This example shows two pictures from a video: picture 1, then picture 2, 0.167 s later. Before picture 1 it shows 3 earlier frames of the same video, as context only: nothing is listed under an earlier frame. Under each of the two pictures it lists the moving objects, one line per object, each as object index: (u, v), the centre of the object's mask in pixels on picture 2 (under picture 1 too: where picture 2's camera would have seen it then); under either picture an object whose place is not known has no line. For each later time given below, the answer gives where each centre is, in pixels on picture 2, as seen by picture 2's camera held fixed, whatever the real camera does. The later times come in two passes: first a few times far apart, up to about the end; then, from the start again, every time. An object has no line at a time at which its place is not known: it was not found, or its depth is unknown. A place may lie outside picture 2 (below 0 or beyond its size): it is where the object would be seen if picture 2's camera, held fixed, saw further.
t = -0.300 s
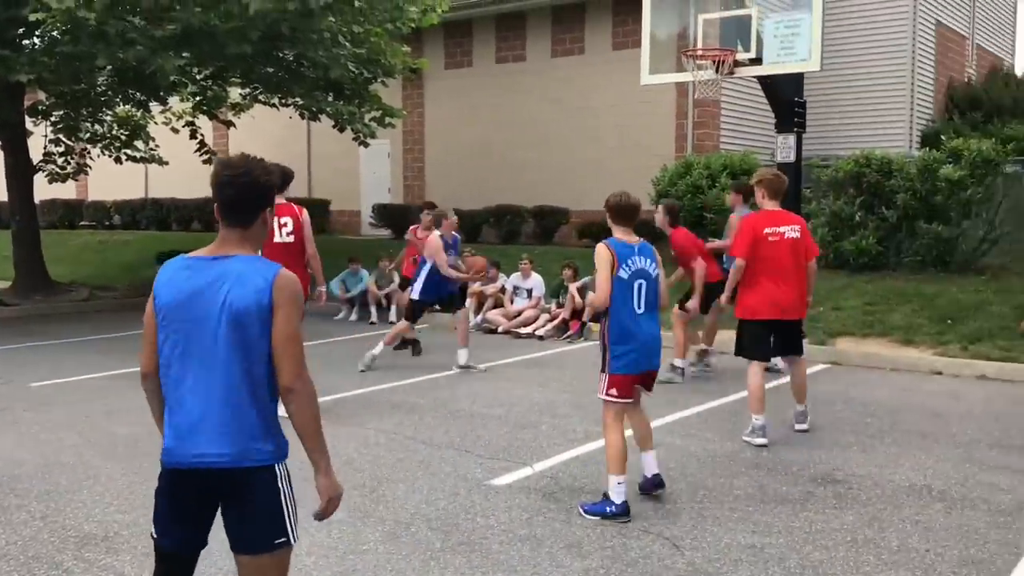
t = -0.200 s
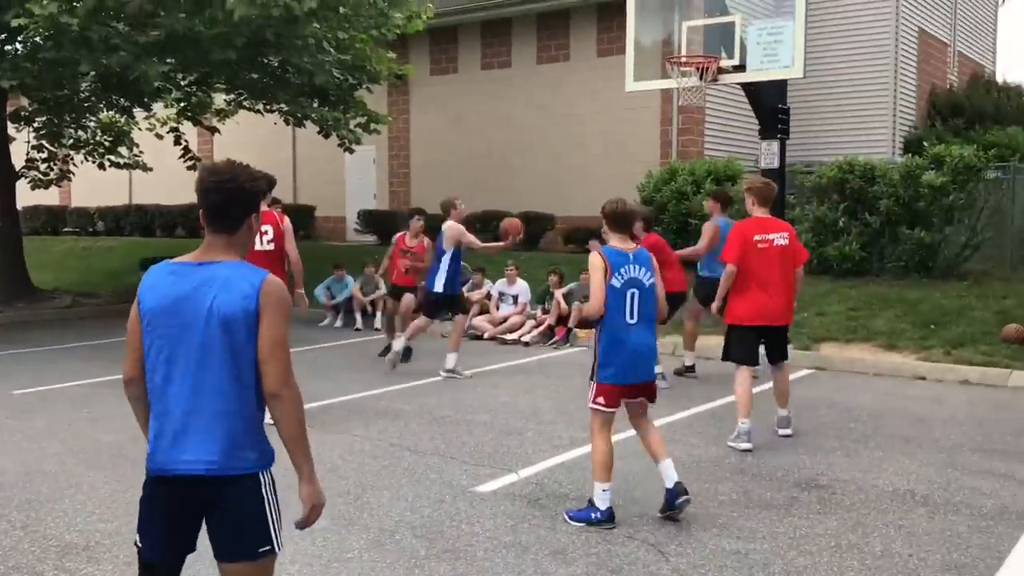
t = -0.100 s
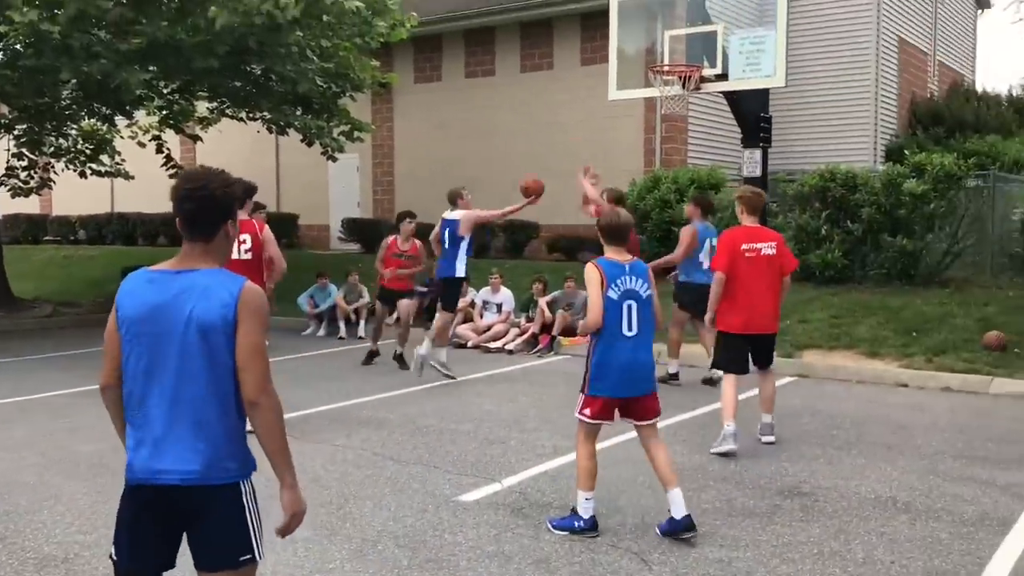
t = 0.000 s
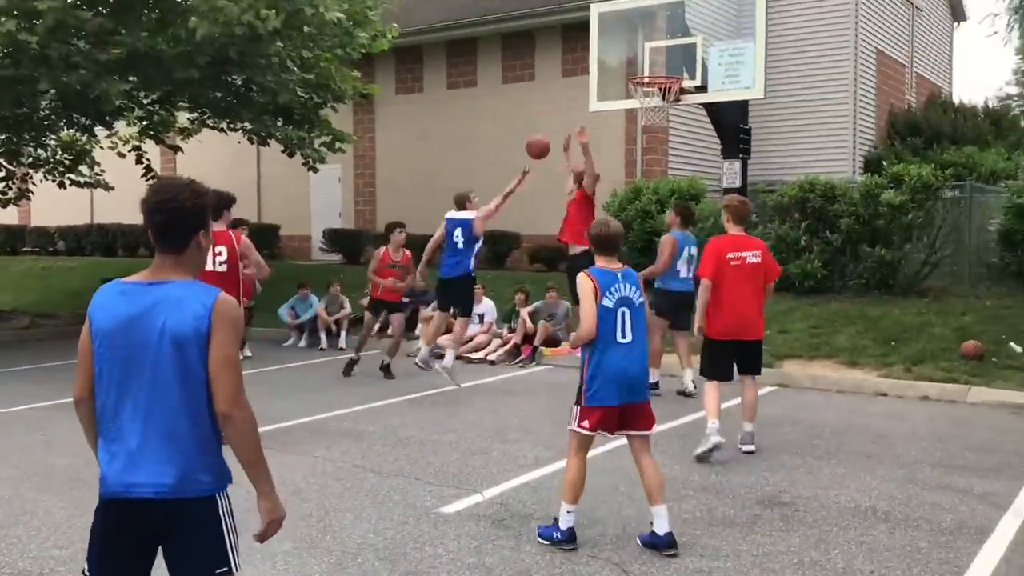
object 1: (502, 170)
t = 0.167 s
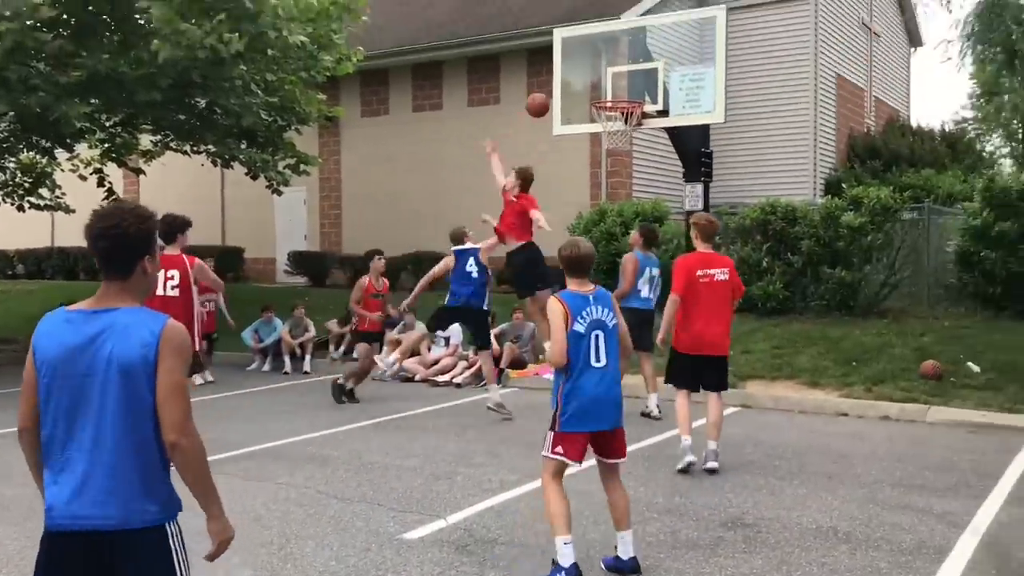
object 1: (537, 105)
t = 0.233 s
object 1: (552, 87)
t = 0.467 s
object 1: (581, 58)
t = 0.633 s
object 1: (583, 65)
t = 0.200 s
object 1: (544, 95)
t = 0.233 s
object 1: (552, 87)
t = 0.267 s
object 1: (558, 80)
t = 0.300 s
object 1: (565, 75)
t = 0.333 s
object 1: (572, 69)
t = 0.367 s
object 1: (578, 66)
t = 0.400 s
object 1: (579, 63)
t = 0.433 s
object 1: (580, 60)
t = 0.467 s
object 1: (581, 58)
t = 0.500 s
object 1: (581, 58)
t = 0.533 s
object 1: (581, 58)
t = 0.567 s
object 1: (582, 60)
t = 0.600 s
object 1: (582, 62)
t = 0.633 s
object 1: (583, 65)
